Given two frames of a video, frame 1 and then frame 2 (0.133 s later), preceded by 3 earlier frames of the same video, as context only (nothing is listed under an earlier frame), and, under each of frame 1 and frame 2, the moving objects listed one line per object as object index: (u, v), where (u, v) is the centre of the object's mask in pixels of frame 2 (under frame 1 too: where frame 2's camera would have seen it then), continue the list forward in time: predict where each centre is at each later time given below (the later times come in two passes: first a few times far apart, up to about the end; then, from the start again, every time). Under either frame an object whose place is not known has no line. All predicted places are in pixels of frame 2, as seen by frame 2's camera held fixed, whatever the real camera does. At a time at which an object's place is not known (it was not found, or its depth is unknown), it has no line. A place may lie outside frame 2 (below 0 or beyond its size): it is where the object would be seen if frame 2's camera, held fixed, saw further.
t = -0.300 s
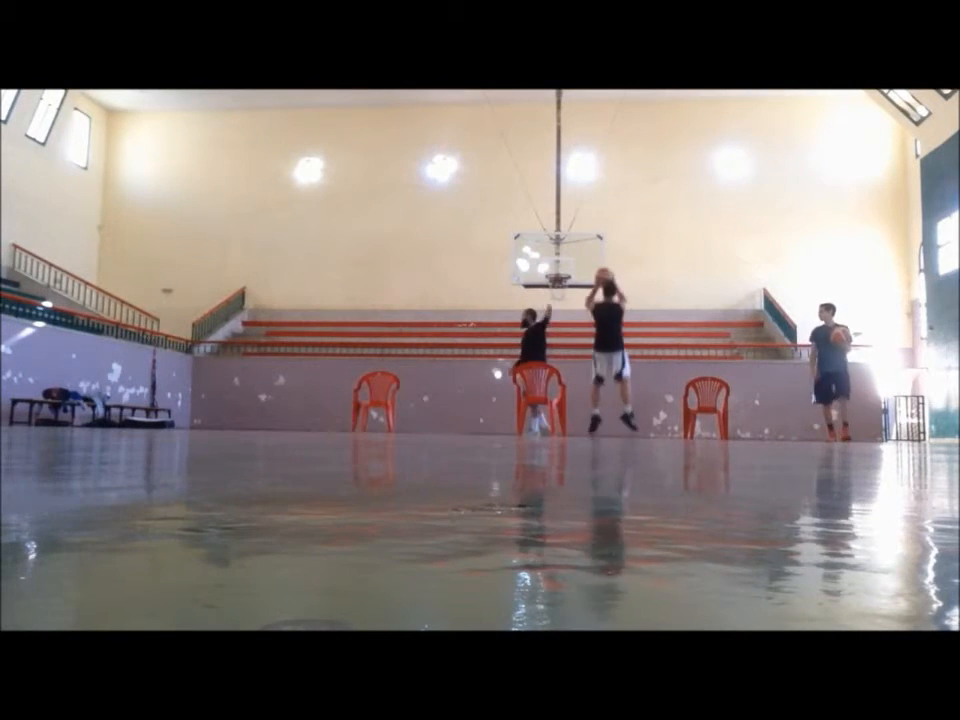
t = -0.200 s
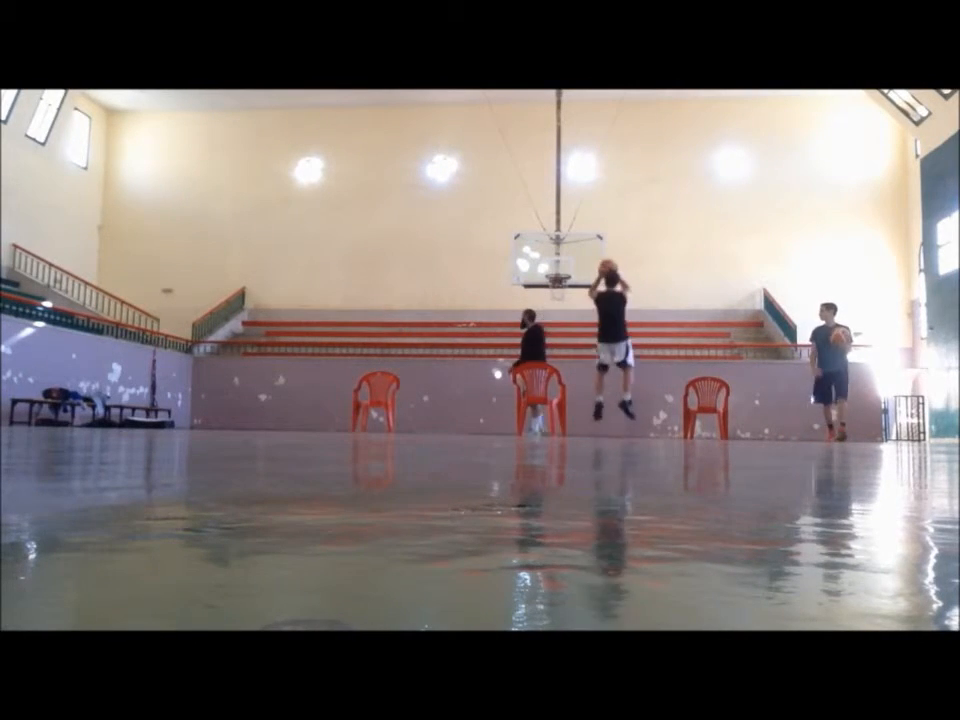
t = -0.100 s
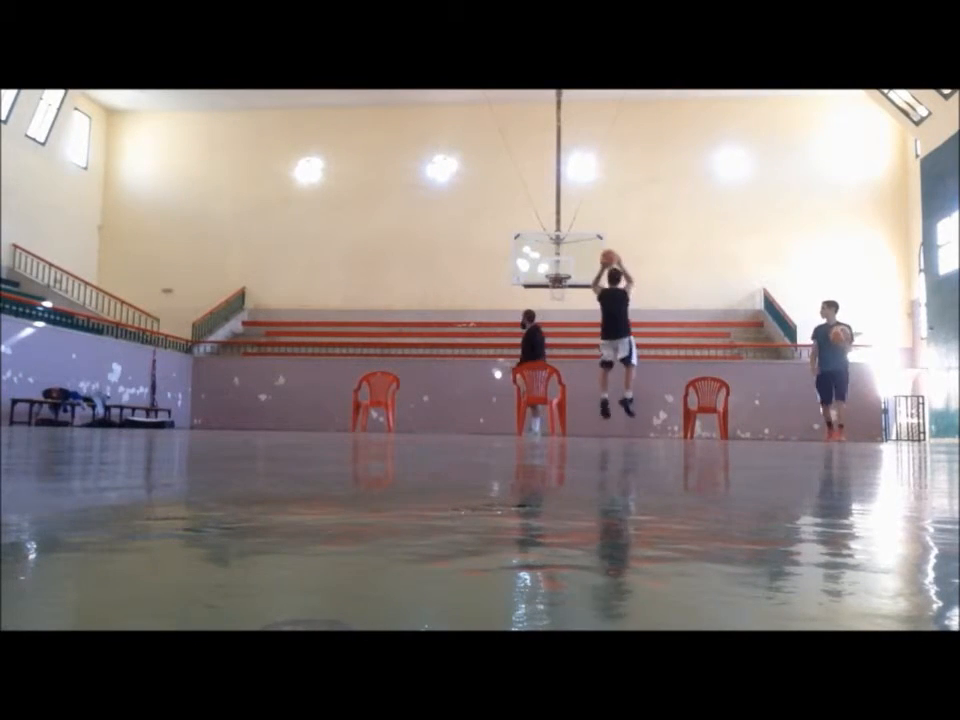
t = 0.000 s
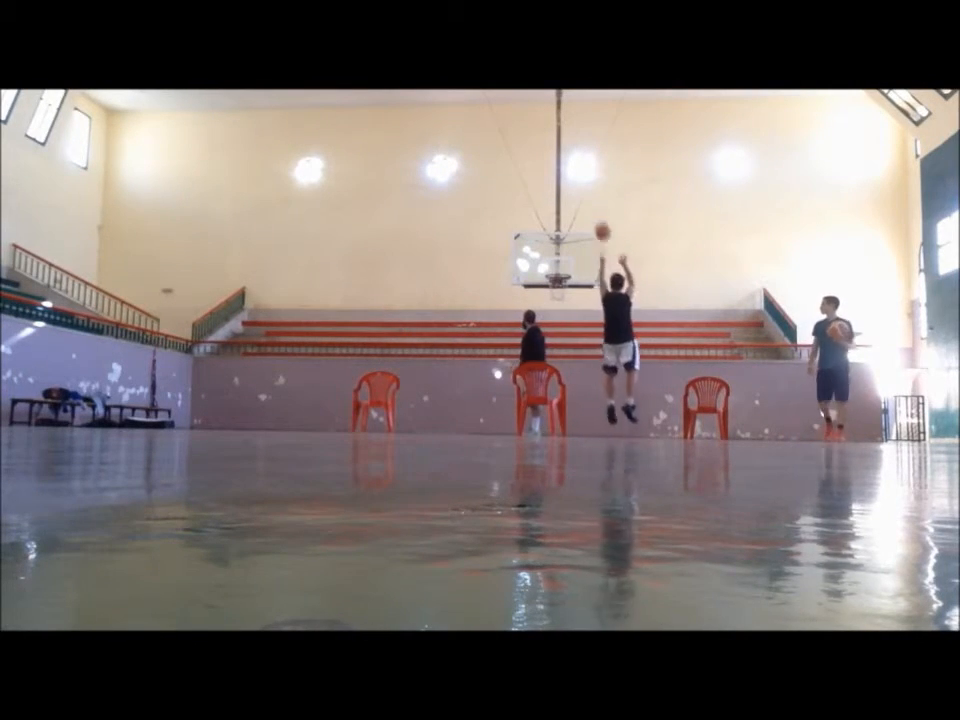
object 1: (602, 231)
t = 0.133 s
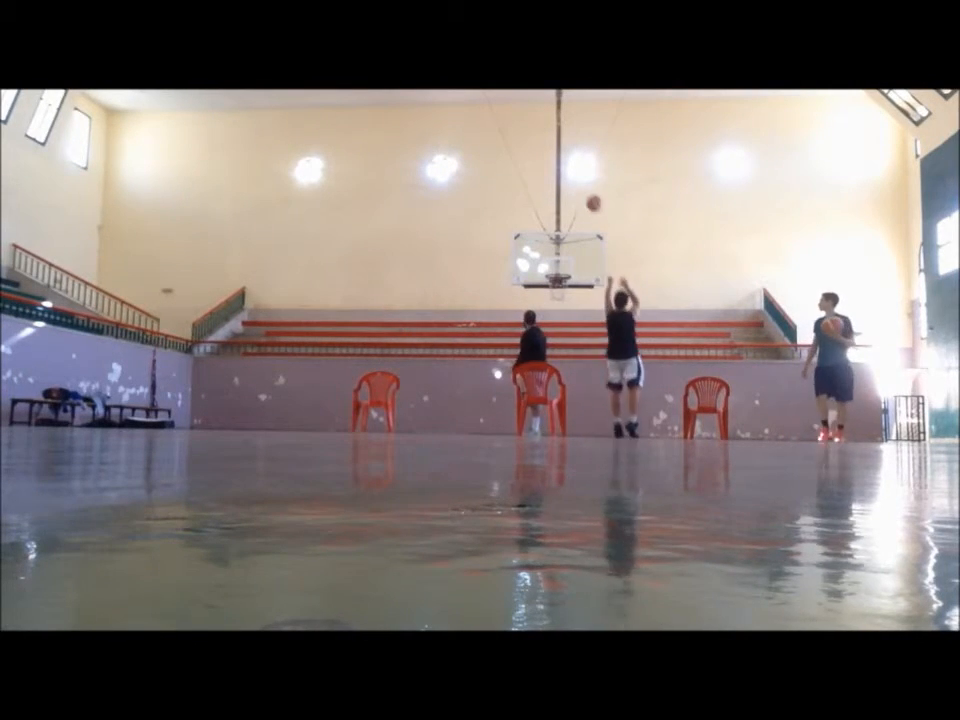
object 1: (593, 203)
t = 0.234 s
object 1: (587, 192)
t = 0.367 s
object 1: (580, 187)
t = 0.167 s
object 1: (591, 199)
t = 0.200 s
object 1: (589, 195)
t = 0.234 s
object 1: (587, 192)
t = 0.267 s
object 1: (586, 190)
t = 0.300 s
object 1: (584, 188)
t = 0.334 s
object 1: (582, 187)
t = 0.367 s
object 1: (580, 187)
